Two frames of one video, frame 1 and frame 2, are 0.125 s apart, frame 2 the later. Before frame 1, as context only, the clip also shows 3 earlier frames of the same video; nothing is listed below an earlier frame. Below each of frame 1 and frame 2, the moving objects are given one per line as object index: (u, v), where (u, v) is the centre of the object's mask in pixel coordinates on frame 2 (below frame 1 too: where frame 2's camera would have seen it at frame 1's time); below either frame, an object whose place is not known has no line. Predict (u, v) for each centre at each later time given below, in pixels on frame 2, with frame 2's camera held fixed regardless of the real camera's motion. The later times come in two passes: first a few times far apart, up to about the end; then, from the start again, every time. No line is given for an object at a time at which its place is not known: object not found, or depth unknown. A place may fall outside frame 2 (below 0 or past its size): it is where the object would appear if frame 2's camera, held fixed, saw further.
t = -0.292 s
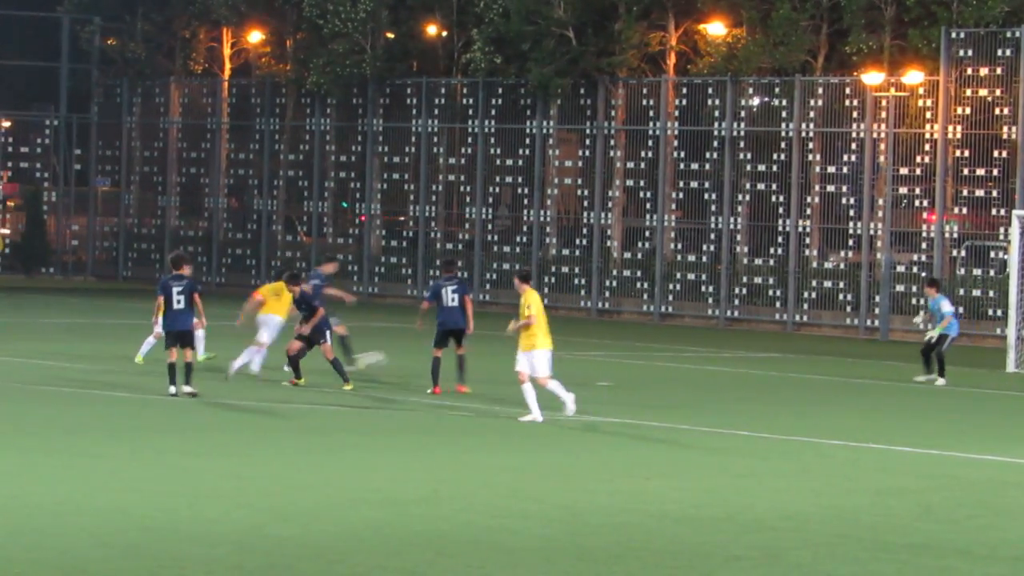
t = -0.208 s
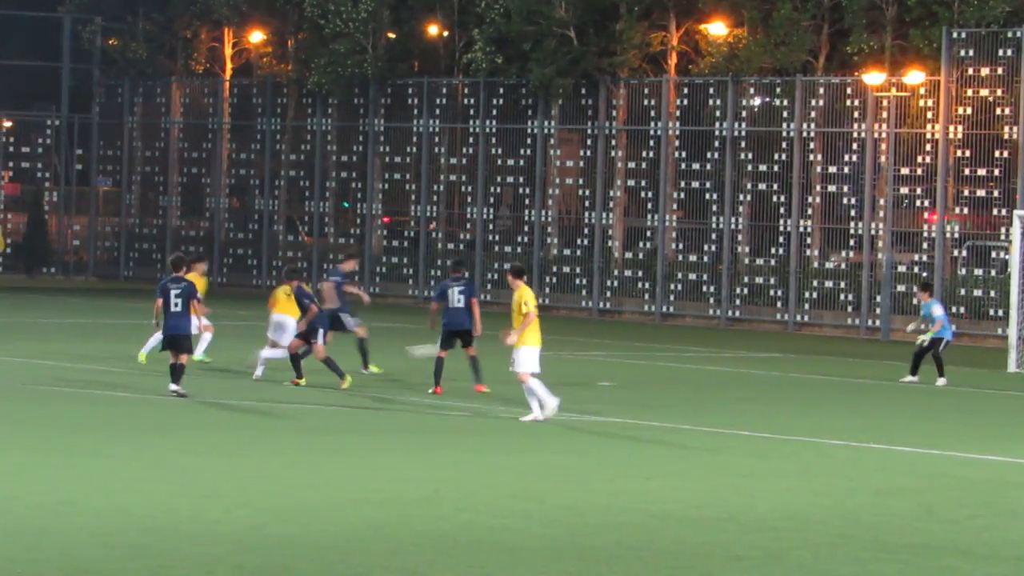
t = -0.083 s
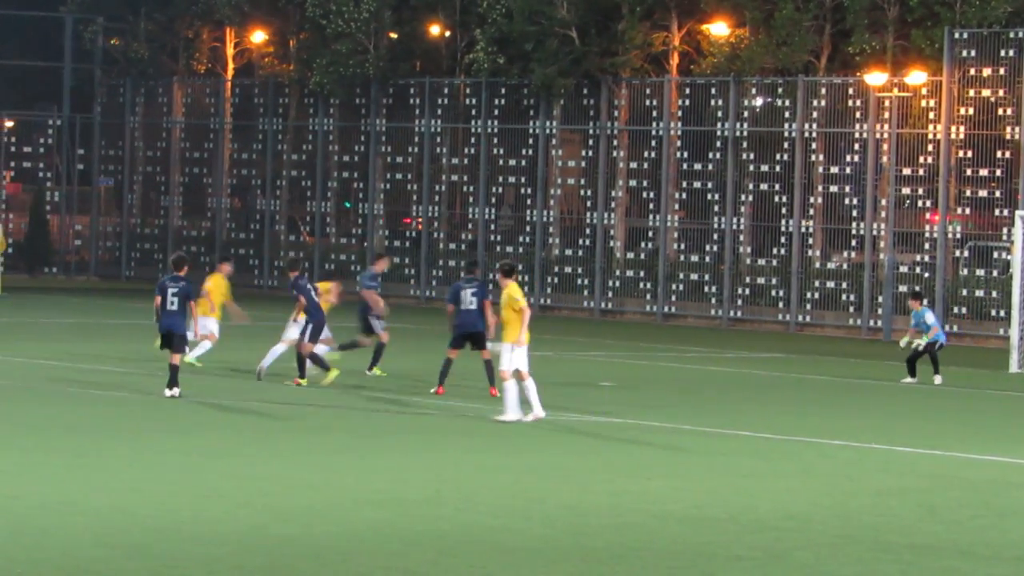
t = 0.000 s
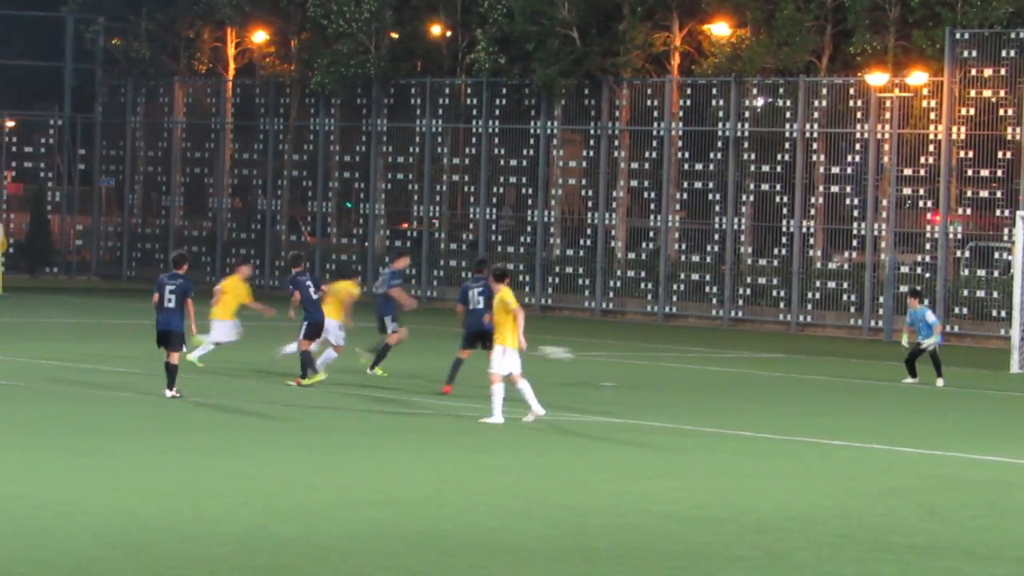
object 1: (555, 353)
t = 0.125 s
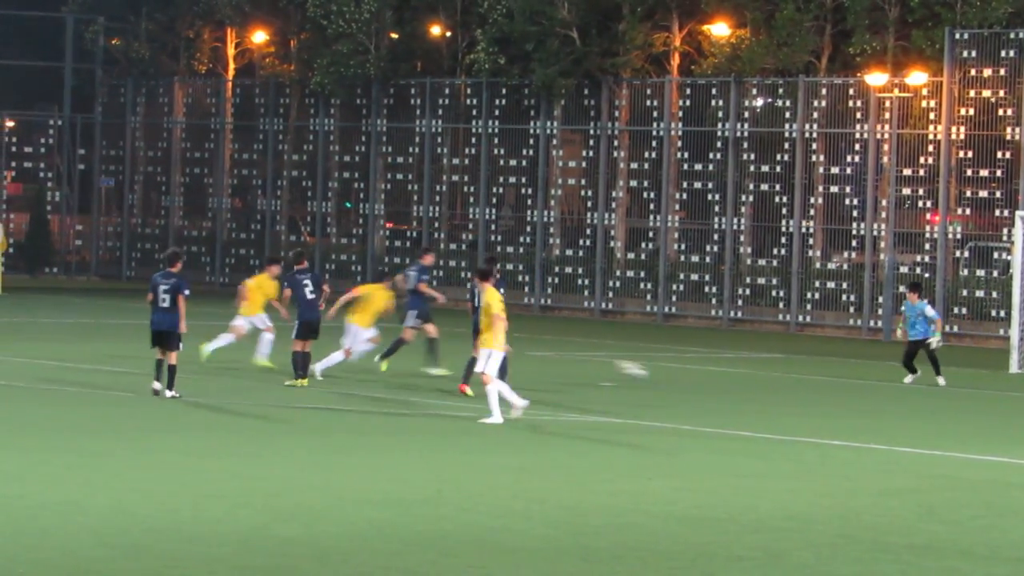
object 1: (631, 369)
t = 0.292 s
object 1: (703, 362)
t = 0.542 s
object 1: (796, 373)
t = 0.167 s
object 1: (654, 373)
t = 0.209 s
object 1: (671, 369)
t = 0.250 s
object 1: (687, 365)
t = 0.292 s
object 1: (703, 362)
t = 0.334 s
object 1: (719, 361)
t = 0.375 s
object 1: (734, 361)
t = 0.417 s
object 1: (749, 362)
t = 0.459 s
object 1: (765, 364)
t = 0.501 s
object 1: (781, 368)
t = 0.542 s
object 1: (796, 373)
